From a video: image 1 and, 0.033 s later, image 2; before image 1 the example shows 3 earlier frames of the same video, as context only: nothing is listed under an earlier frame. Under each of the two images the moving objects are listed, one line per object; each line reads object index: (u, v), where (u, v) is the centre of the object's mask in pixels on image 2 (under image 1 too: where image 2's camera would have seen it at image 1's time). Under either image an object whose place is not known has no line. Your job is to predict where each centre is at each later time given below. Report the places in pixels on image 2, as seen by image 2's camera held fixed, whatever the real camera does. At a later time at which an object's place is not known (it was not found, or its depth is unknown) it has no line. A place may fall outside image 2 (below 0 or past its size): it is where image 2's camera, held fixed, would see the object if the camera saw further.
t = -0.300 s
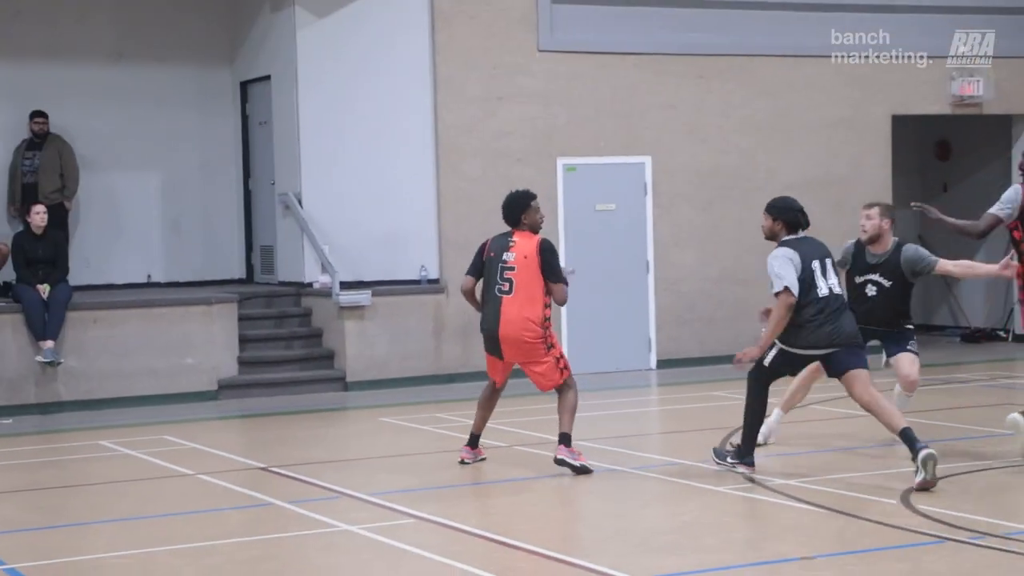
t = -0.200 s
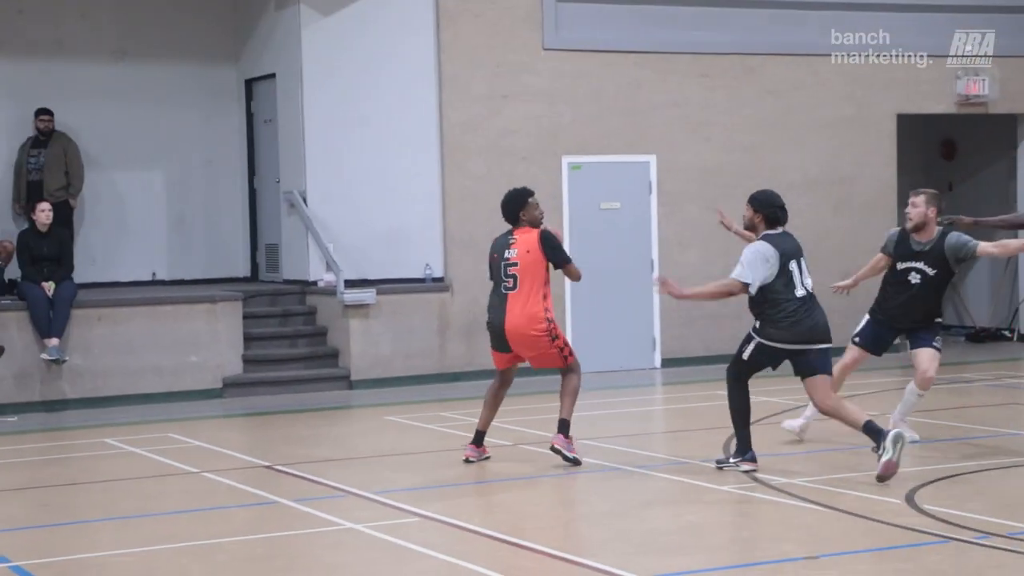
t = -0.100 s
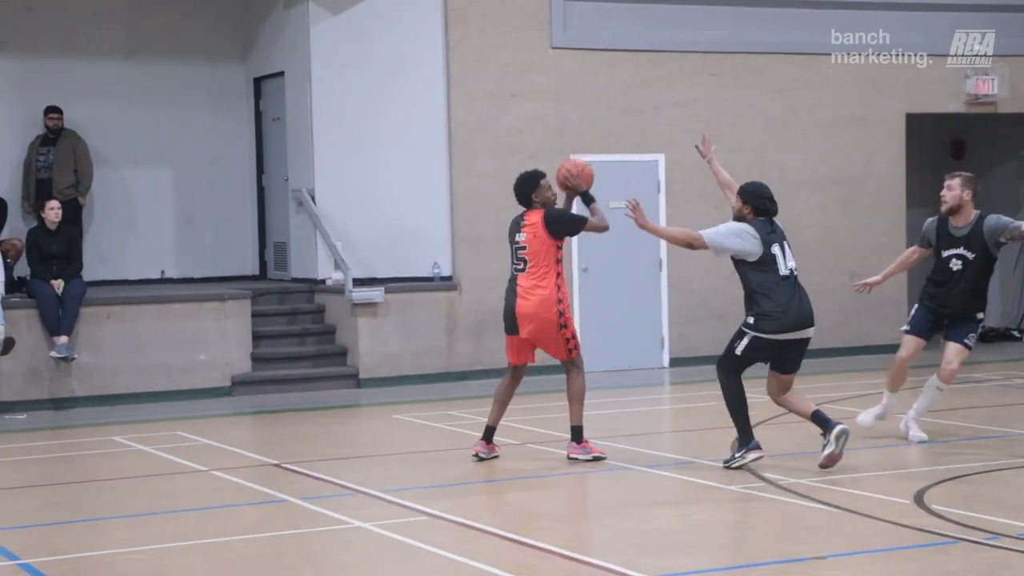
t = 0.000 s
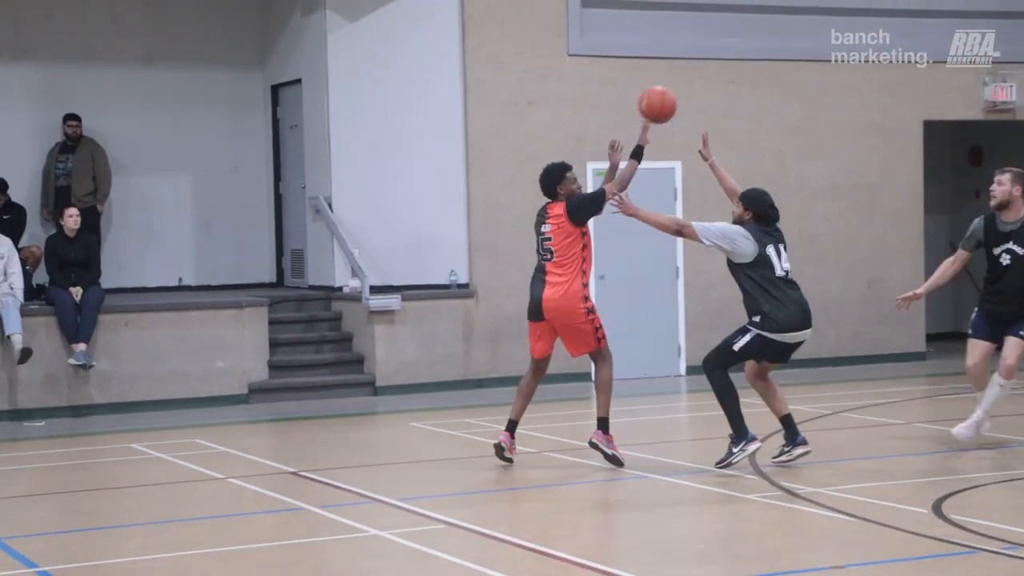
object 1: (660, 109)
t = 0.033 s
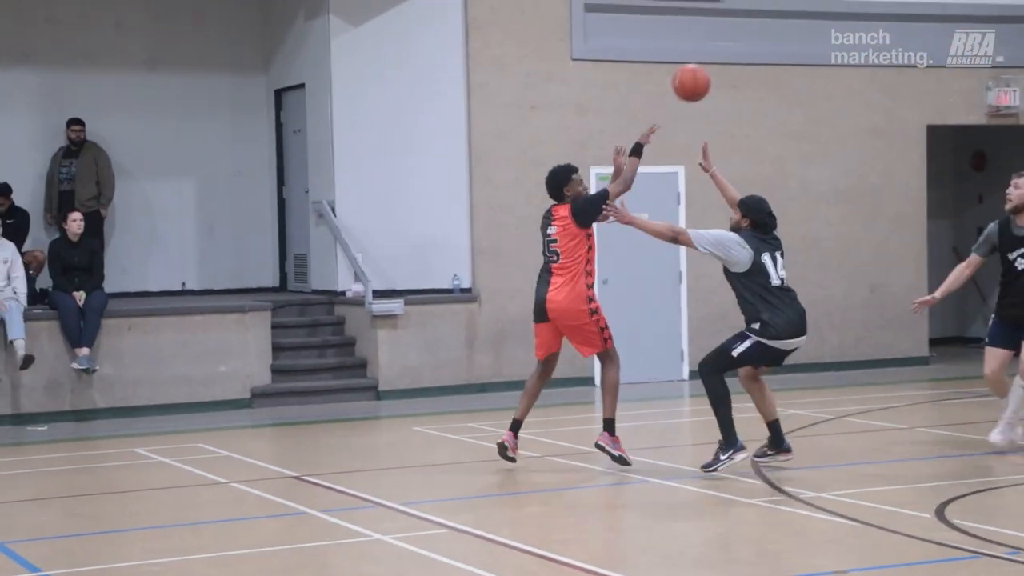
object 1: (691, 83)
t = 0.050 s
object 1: (707, 71)
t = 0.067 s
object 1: (724, 58)
